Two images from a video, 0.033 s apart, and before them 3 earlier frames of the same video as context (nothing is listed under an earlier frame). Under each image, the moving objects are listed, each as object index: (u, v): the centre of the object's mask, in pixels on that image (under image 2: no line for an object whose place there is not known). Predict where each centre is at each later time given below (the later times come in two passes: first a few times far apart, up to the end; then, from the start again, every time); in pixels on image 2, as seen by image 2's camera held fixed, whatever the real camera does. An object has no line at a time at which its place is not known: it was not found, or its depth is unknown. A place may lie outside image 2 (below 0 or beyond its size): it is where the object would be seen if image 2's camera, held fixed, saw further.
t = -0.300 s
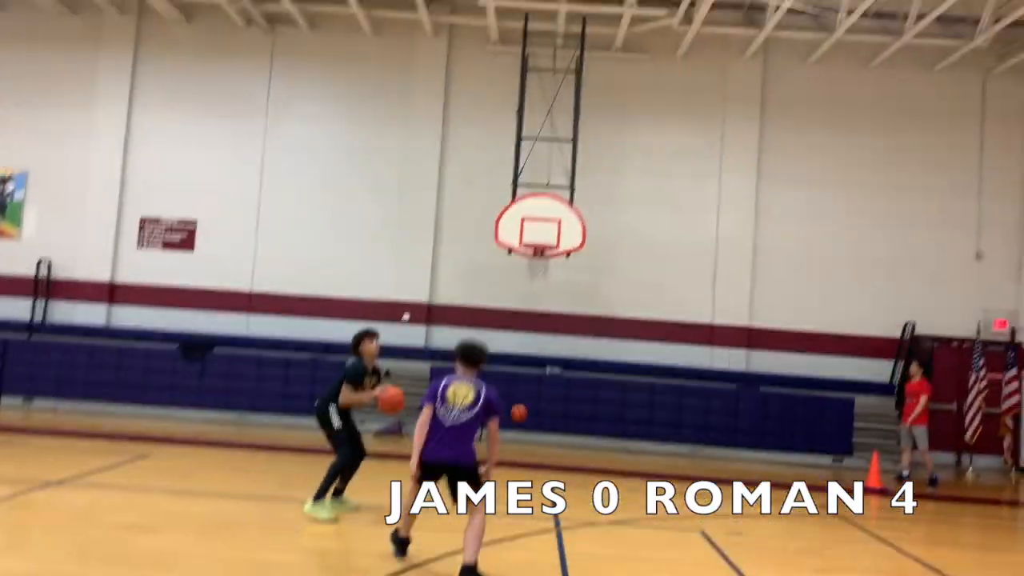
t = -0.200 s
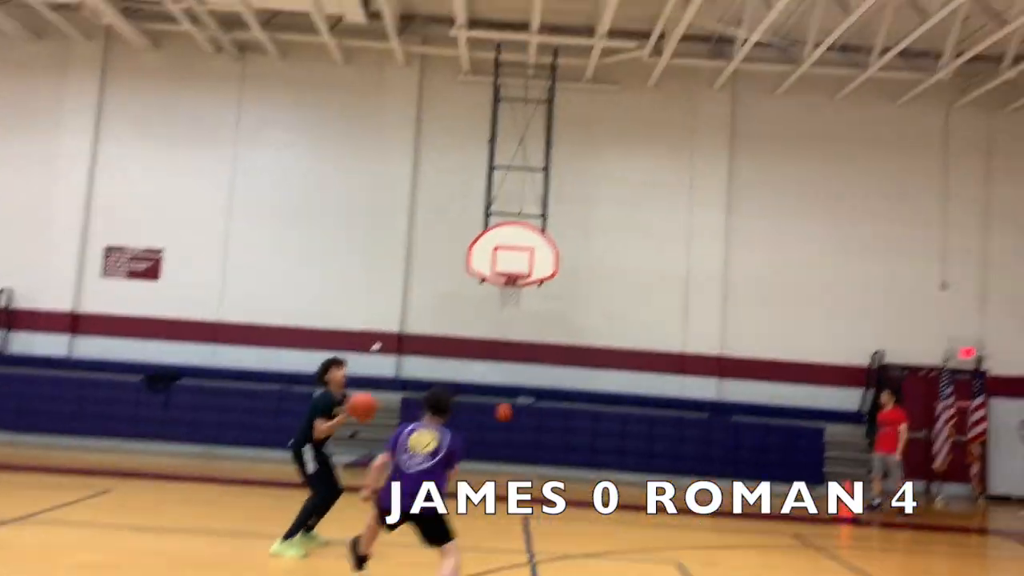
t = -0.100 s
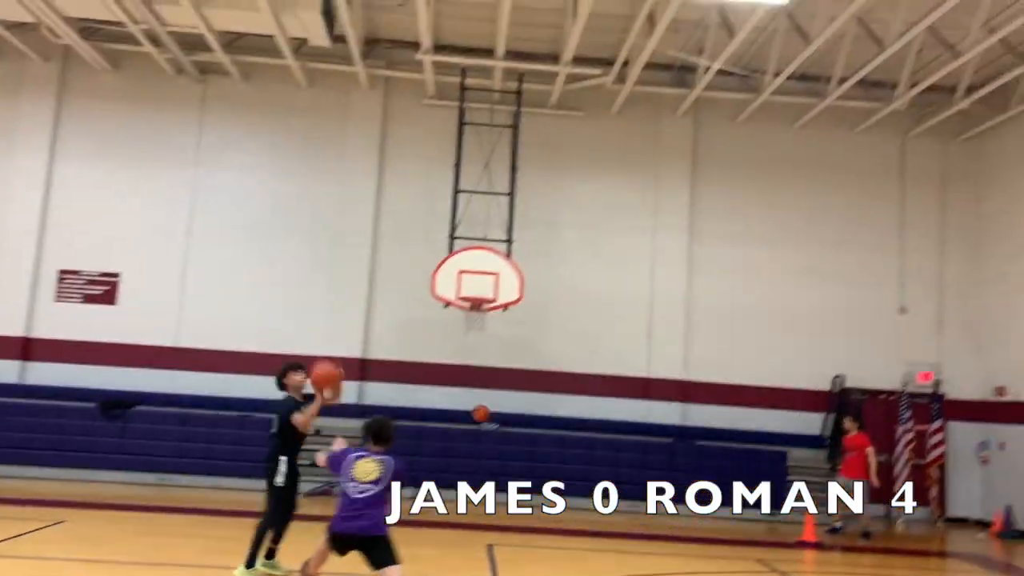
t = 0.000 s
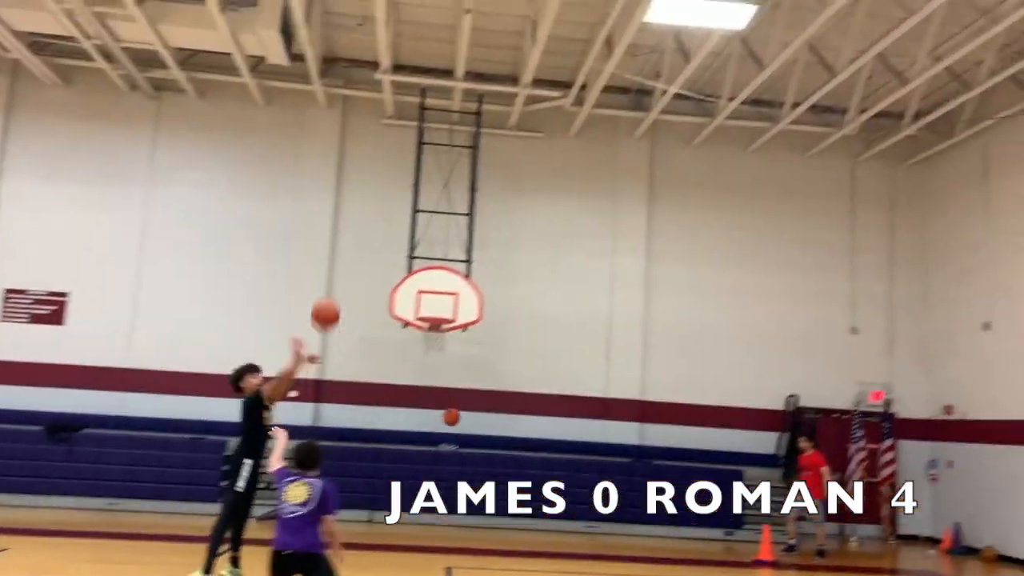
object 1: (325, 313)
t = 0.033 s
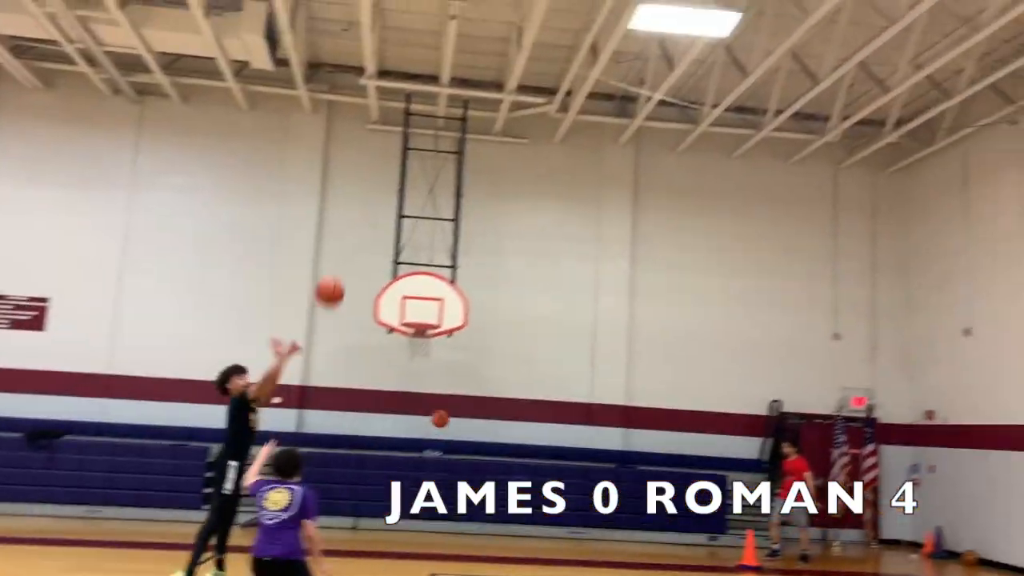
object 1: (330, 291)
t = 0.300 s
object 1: (488, 107)
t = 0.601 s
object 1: (675, -25)
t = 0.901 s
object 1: (893, -63)
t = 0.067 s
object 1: (349, 265)
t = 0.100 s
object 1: (369, 239)
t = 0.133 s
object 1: (389, 215)
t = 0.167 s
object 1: (409, 191)
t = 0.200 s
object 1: (428, 168)
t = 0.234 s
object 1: (449, 146)
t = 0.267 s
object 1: (468, 126)
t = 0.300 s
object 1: (488, 107)
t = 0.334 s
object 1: (509, 87)
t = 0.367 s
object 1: (529, 71)
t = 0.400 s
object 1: (550, 54)
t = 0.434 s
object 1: (570, 38)
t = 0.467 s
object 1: (590, 23)
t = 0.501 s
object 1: (611, 10)
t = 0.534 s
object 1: (631, -4)
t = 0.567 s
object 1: (653, -15)
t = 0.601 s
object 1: (675, -25)
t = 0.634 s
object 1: (697, -35)
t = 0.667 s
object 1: (720, -43)
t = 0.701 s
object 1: (743, -49)
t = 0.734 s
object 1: (766, -54)
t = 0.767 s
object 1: (790, -59)
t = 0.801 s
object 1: (815, -62)
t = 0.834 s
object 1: (841, -64)
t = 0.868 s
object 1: (867, -64)
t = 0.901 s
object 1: (893, -63)
